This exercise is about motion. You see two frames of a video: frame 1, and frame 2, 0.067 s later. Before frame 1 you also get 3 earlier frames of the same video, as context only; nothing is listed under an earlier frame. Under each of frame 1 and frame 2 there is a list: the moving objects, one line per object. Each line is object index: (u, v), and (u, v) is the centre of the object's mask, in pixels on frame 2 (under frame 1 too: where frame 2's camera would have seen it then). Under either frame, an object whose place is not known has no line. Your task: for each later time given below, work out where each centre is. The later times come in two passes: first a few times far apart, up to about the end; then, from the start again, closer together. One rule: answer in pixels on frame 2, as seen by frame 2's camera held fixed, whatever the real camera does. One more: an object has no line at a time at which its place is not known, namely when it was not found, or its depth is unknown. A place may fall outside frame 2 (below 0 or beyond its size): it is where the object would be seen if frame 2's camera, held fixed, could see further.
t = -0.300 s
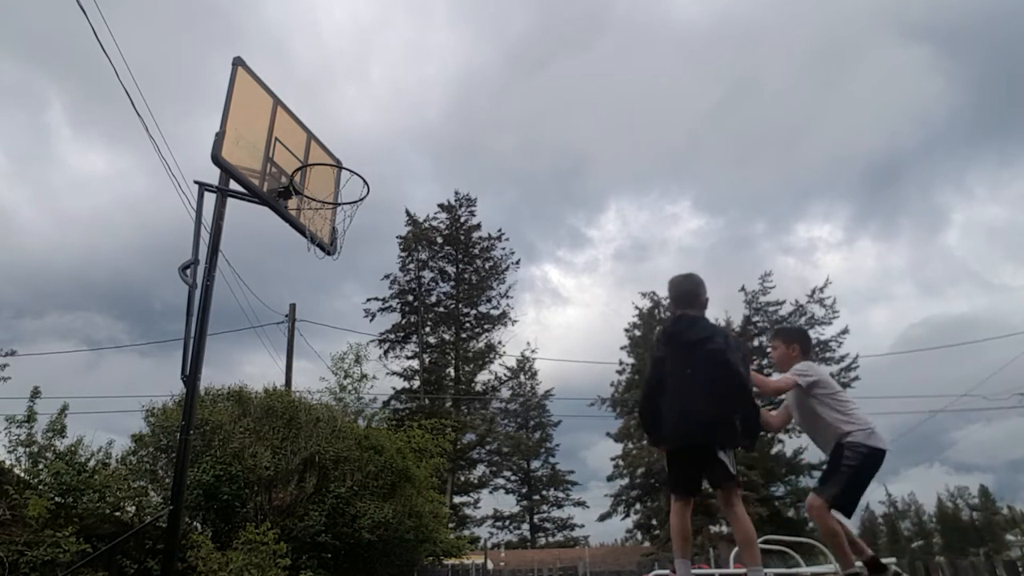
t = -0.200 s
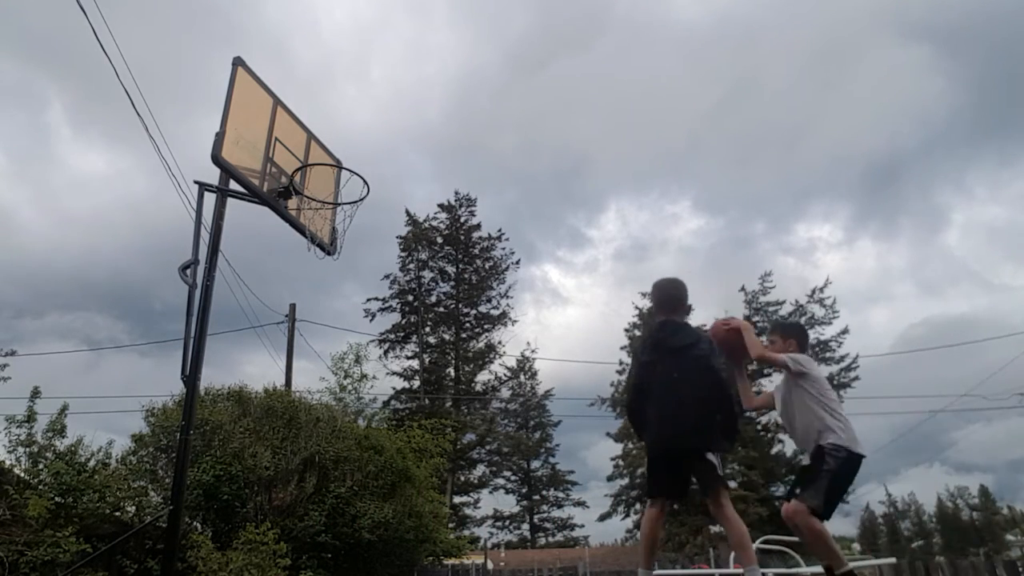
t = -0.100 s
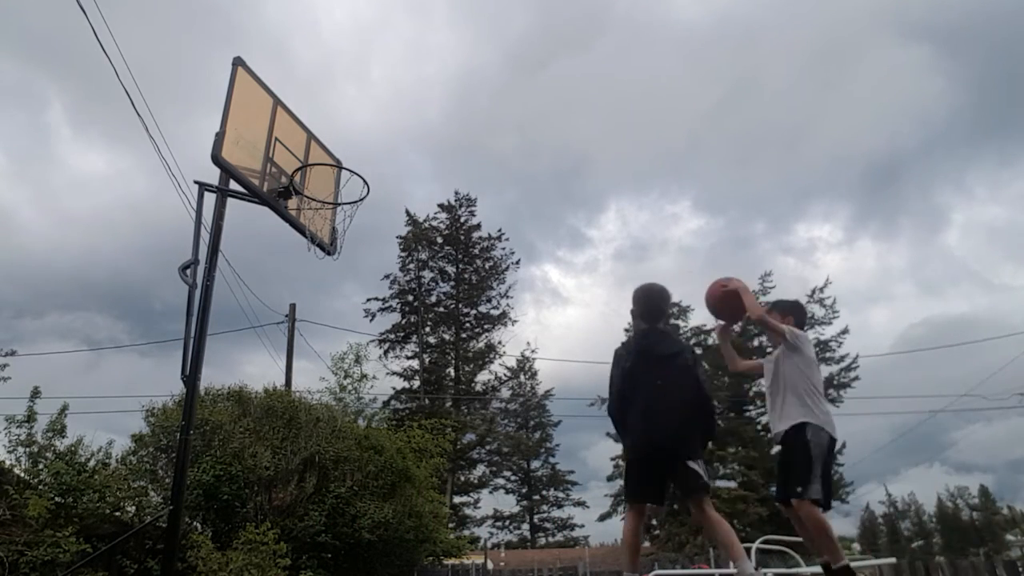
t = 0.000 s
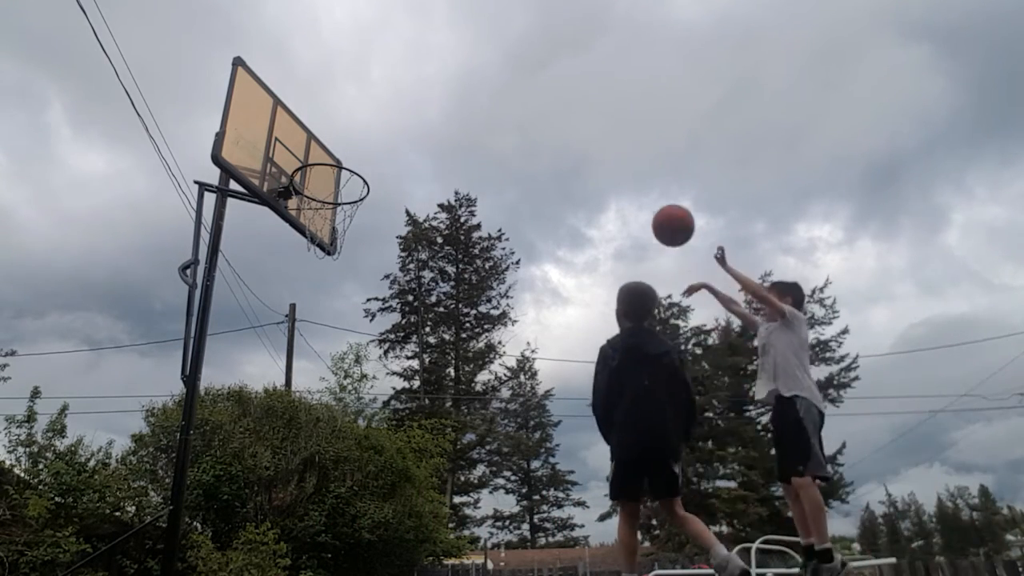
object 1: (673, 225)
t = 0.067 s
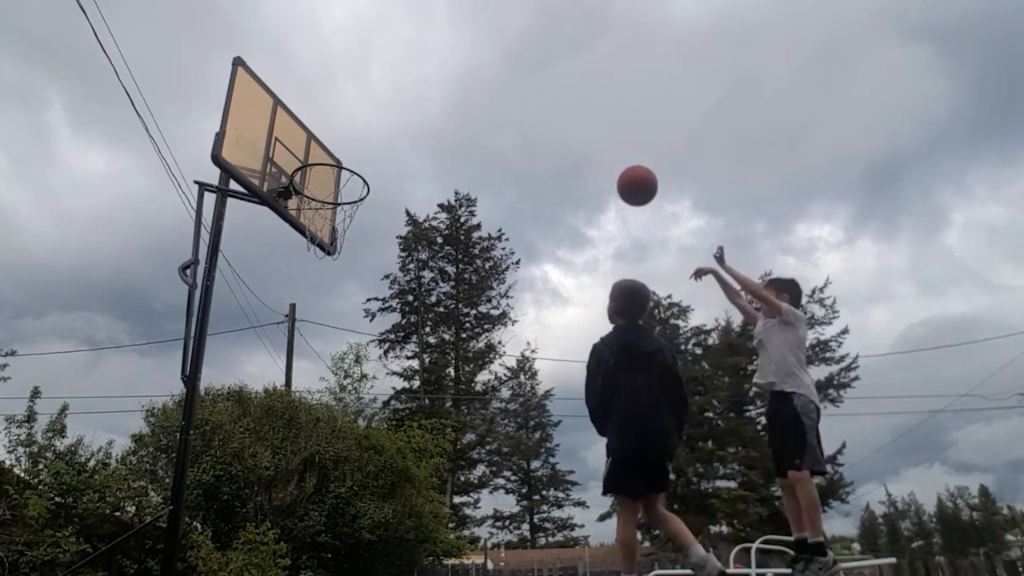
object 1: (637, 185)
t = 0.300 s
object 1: (531, 110)
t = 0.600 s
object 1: (415, 122)
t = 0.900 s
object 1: (310, 225)
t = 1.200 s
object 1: (272, 303)
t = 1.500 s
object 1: (207, 558)
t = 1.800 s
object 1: (233, 387)
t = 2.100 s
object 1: (252, 331)
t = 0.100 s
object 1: (620, 169)
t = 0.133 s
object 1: (604, 155)
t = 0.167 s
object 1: (589, 142)
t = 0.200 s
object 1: (574, 131)
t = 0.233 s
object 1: (559, 122)
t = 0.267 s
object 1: (545, 115)
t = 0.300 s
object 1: (531, 110)
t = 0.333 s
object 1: (517, 105)
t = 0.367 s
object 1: (504, 102)
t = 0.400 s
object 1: (491, 101)
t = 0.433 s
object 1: (478, 101)
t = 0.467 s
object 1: (465, 102)
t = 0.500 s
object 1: (452, 105)
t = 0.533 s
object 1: (440, 109)
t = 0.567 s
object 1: (428, 115)
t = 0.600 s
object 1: (415, 122)
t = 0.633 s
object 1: (403, 130)
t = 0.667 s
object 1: (391, 140)
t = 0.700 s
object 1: (378, 151)
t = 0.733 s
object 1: (365, 164)
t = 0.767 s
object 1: (353, 178)
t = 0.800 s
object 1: (339, 193)
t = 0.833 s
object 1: (326, 210)
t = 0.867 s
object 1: (317, 221)
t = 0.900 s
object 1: (310, 225)
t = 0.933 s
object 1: (306, 228)
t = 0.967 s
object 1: (302, 230)
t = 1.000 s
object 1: (299, 235)
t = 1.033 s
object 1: (295, 242)
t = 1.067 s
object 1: (291, 250)
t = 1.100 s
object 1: (286, 260)
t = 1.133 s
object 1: (282, 272)
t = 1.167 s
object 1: (277, 286)
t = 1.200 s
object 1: (272, 303)
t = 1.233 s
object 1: (265, 321)
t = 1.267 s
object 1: (259, 341)
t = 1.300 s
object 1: (253, 364)
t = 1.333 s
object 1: (247, 390)
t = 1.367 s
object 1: (240, 417)
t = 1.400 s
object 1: (231, 448)
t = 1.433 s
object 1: (224, 484)
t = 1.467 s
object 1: (216, 523)
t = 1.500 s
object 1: (207, 558)
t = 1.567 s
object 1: (205, 558)
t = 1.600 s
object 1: (208, 530)
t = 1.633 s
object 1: (214, 499)
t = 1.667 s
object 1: (218, 469)
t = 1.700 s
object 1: (223, 446)
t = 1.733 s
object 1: (226, 423)
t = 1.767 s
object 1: (230, 404)
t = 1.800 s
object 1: (233, 387)
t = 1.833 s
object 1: (236, 372)
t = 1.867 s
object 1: (239, 359)
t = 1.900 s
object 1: (241, 349)
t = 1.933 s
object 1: (244, 341)
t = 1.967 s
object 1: (246, 334)
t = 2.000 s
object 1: (248, 331)
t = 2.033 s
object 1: (249, 329)
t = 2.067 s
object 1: (251, 329)
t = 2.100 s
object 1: (252, 331)
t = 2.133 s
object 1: (253, 335)
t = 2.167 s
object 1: (253, 342)
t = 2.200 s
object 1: (254, 351)
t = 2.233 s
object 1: (254, 362)
